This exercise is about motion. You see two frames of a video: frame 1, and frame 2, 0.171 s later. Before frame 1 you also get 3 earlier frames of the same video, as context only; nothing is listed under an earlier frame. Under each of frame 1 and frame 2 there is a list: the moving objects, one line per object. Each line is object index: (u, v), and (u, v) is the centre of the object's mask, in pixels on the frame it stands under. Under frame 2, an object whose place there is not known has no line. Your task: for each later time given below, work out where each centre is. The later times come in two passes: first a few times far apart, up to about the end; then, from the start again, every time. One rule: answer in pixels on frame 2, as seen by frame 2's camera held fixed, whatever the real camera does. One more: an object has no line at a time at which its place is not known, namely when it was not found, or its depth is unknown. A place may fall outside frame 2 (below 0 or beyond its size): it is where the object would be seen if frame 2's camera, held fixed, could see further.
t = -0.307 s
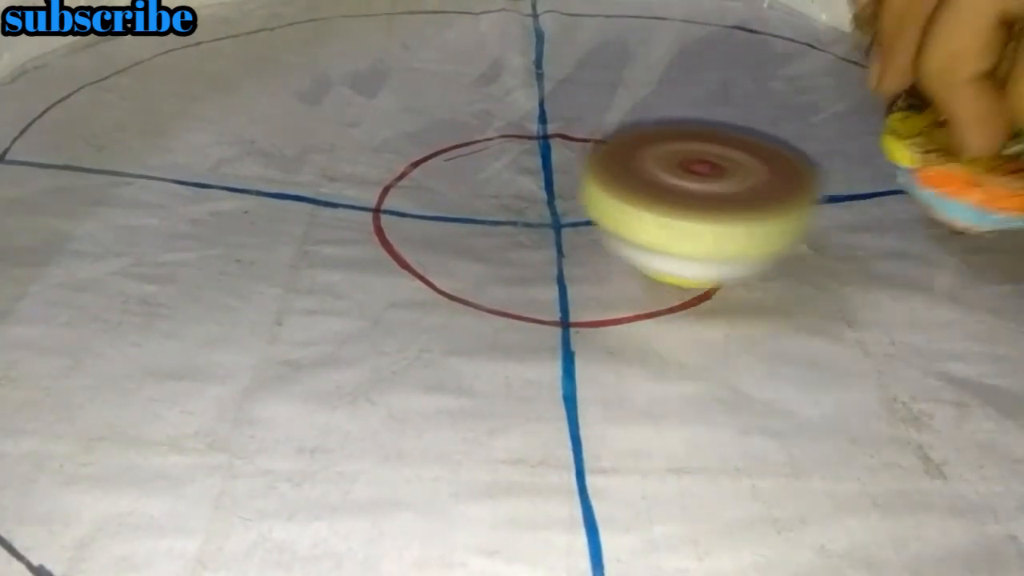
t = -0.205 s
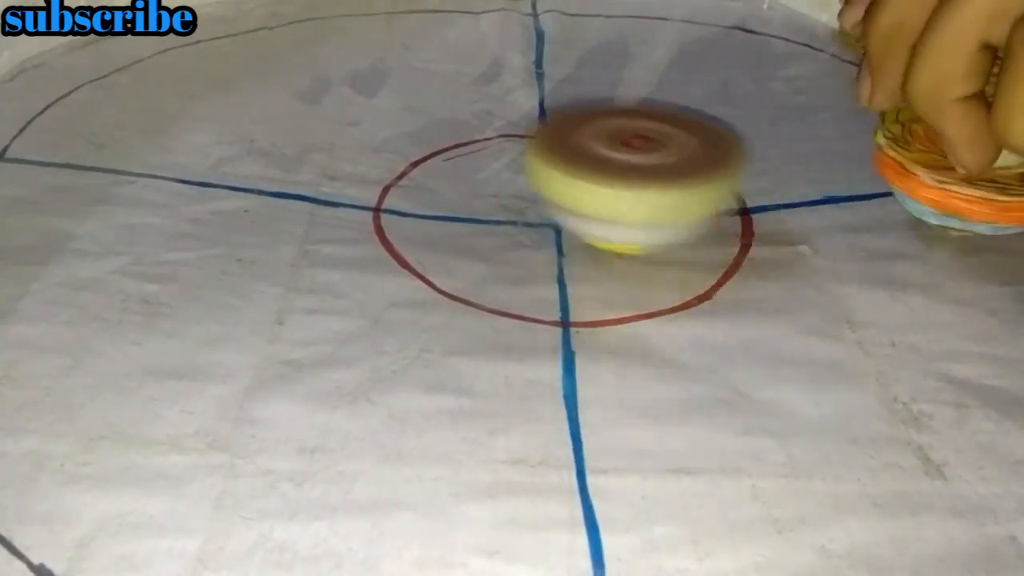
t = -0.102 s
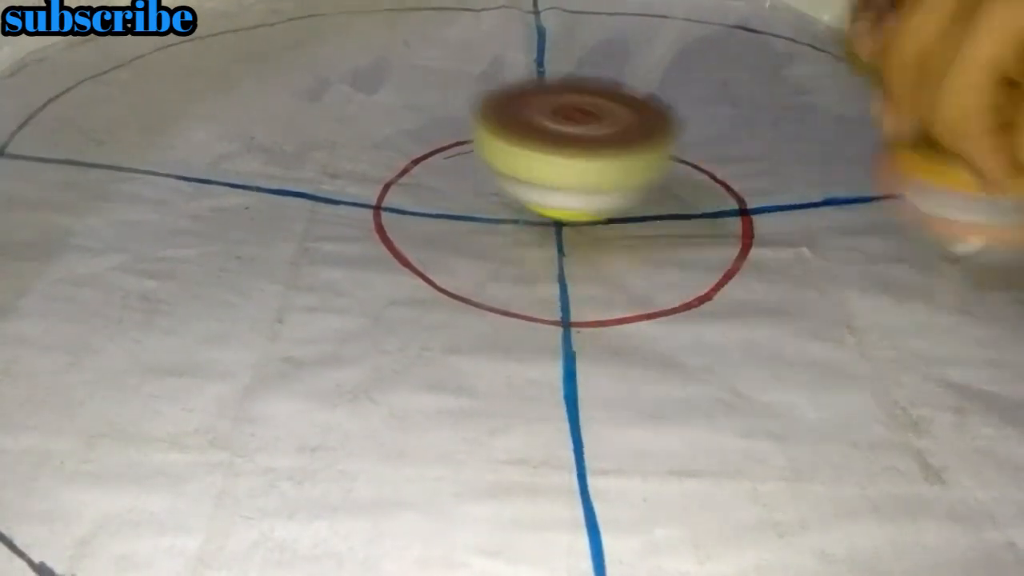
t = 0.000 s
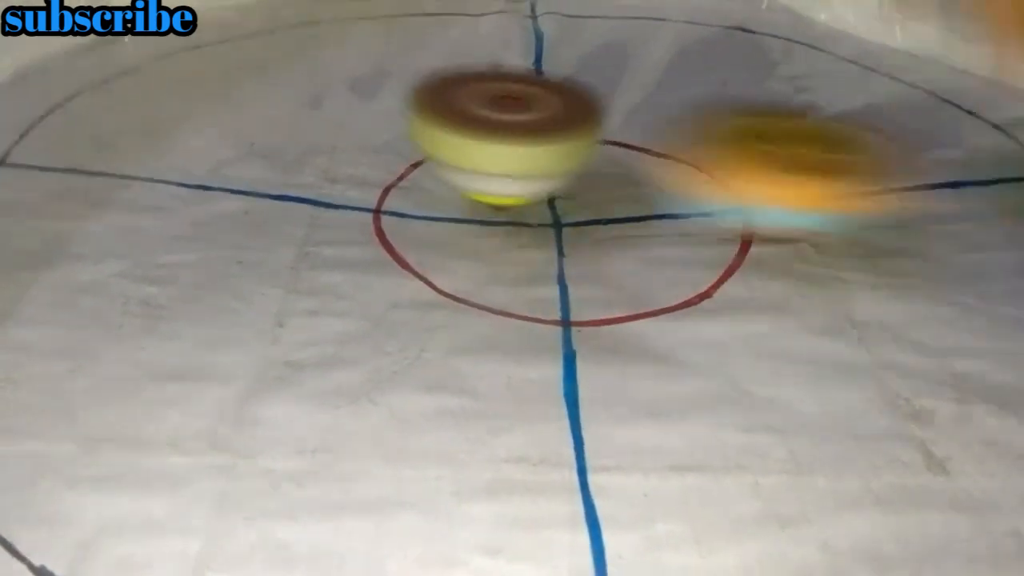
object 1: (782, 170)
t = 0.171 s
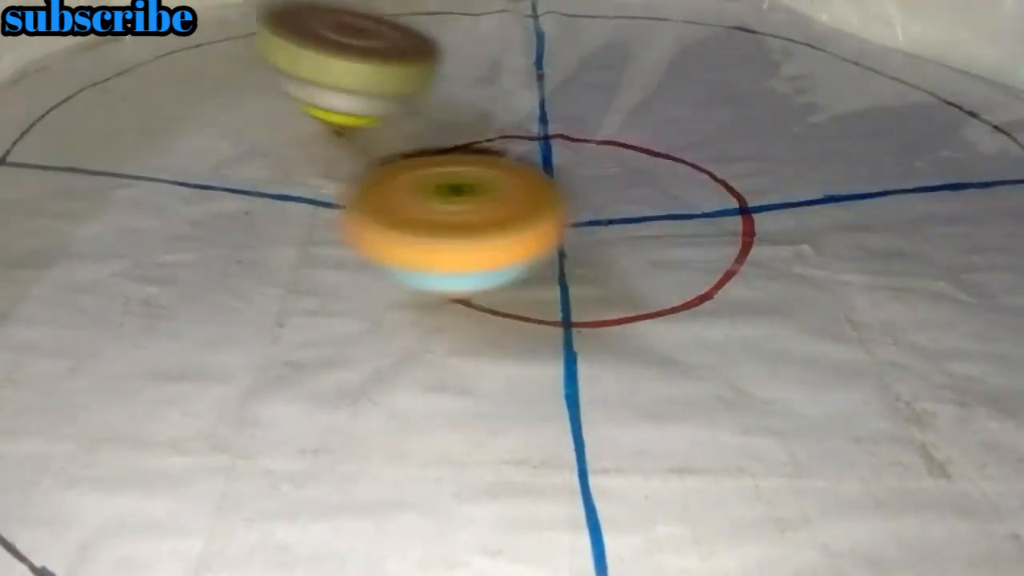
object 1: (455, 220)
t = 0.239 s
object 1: (411, 226)
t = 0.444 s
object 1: (407, 265)
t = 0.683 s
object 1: (481, 255)
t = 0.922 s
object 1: (508, 204)
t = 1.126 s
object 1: (538, 160)
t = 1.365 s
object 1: (541, 115)
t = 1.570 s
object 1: (505, 108)
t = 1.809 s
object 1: (491, 94)
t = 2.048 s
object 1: (505, 136)
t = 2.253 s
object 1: (570, 194)
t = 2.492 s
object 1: (598, 191)
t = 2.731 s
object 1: (591, 219)
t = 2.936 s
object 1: (606, 233)
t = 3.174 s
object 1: (604, 230)
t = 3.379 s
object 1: (563, 212)
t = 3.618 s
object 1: (519, 175)
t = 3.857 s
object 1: (504, 154)
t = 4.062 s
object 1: (508, 144)
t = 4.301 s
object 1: (516, 145)
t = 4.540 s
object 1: (550, 143)
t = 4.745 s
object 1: (553, 160)
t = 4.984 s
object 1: (542, 173)
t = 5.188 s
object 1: (549, 191)
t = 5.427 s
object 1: (551, 185)
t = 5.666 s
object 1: (515, 208)
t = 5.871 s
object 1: (528, 198)
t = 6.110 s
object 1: (554, 183)
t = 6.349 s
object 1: (577, 182)
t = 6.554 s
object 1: (584, 178)
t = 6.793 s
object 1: (571, 179)
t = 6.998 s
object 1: (556, 179)
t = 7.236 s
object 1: (536, 179)
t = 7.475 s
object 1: (540, 172)
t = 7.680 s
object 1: (558, 166)
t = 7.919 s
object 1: (560, 180)
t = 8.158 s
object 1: (555, 181)
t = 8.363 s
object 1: (554, 179)
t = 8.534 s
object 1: (564, 176)
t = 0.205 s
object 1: (428, 223)
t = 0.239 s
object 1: (411, 226)
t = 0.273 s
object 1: (402, 229)
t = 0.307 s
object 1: (396, 233)
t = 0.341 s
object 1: (396, 241)
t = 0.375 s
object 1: (400, 251)
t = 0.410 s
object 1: (402, 259)
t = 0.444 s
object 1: (407, 265)
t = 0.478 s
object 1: (417, 270)
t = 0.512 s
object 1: (431, 271)
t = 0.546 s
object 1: (445, 268)
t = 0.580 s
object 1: (454, 265)
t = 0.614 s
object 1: (462, 263)
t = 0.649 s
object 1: (472, 261)
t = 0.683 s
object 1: (481, 255)
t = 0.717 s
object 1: (486, 248)
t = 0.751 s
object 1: (490, 243)
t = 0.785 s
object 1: (496, 237)
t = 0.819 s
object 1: (498, 230)
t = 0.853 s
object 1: (500, 221)
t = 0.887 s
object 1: (505, 212)
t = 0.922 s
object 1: (508, 204)
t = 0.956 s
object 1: (513, 195)
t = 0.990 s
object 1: (519, 190)
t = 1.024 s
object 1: (526, 182)
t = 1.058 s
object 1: (531, 175)
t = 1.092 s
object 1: (535, 167)
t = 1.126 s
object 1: (538, 160)
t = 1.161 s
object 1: (542, 153)
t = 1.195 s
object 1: (544, 146)
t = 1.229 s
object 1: (547, 139)
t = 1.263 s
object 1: (548, 133)
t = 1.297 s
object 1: (549, 125)
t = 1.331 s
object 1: (546, 119)
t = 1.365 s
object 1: (541, 115)
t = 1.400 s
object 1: (536, 112)
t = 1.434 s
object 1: (531, 112)
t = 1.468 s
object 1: (527, 111)
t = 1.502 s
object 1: (521, 110)
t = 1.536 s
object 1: (513, 109)
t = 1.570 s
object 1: (505, 108)
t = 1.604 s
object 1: (498, 107)
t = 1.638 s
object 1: (493, 105)
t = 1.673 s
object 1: (491, 103)
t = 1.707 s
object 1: (491, 101)
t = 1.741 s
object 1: (493, 99)
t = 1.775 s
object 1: (494, 97)
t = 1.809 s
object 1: (491, 94)
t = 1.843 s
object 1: (492, 91)
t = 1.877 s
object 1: (495, 89)
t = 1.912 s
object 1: (499, 88)
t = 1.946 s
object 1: (504, 88)
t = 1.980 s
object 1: (507, 97)
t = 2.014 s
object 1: (505, 117)
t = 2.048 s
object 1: (505, 136)
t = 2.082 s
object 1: (511, 152)
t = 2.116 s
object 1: (520, 164)
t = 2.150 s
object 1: (532, 173)
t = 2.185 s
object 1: (544, 181)
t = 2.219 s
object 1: (557, 188)
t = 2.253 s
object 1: (570, 194)
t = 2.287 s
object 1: (583, 197)
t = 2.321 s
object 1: (593, 197)
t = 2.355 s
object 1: (598, 196)
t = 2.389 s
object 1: (600, 195)
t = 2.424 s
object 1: (601, 194)
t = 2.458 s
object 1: (601, 192)
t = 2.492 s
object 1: (598, 191)
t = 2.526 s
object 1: (597, 189)
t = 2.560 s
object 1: (595, 187)
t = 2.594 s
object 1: (593, 187)
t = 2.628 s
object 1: (591, 192)
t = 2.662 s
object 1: (591, 205)
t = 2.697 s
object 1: (590, 214)
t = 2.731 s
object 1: (591, 219)
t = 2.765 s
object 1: (594, 222)
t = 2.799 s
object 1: (594, 224)
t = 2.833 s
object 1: (595, 226)
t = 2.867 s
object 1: (598, 228)
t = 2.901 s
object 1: (602, 231)
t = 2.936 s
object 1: (606, 233)
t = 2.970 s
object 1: (608, 233)
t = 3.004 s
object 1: (610, 233)
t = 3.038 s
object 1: (609, 233)
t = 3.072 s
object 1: (608, 232)
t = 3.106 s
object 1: (607, 231)
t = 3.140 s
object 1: (605, 231)
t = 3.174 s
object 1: (604, 230)
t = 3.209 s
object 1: (601, 229)
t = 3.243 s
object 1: (599, 226)
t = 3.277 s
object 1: (593, 223)
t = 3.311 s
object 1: (585, 220)
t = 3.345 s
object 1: (574, 217)
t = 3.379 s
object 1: (563, 212)
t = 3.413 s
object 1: (553, 206)
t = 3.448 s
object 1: (546, 200)
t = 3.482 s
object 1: (540, 194)
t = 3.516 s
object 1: (536, 188)
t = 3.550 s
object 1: (532, 182)
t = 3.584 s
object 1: (529, 177)
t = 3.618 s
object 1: (519, 175)
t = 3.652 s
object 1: (513, 175)
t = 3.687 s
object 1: (509, 173)
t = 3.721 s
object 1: (506, 169)
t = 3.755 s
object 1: (504, 166)
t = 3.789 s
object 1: (504, 162)
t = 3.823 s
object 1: (504, 158)
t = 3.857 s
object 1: (504, 154)
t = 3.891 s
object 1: (501, 152)
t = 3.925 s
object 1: (500, 150)
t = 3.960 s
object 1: (500, 149)
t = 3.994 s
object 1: (501, 148)
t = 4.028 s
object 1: (505, 146)
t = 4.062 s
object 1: (508, 144)
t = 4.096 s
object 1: (513, 141)
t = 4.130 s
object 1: (516, 139)
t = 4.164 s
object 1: (512, 142)
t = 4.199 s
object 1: (508, 145)
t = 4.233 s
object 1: (507, 145)
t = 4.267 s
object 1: (510, 145)
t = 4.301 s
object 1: (516, 145)
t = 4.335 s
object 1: (521, 145)
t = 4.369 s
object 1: (527, 144)
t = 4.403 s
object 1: (532, 144)
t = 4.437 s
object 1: (537, 143)
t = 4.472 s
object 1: (542, 143)
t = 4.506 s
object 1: (547, 143)
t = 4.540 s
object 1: (550, 143)
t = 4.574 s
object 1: (551, 145)
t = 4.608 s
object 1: (548, 153)
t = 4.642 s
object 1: (547, 158)
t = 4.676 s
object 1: (548, 159)
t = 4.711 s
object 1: (551, 160)
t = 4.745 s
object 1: (553, 160)
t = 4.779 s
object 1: (555, 159)
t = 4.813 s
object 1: (556, 159)
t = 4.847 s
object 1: (556, 158)
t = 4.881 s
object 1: (549, 164)
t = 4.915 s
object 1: (544, 168)
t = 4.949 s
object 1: (542, 171)
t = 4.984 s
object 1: (542, 173)
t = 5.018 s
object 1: (545, 175)
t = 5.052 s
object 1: (548, 176)
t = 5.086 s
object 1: (549, 180)
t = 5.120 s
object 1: (549, 184)
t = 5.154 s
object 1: (549, 188)
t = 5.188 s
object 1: (549, 191)
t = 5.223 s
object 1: (550, 192)
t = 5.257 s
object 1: (550, 192)
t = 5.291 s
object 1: (550, 191)
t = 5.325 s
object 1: (550, 189)
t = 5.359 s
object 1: (550, 188)
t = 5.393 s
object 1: (551, 187)
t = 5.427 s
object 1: (551, 185)
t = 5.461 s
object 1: (550, 184)
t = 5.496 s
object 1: (538, 194)
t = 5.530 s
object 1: (527, 203)
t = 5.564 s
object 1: (520, 206)
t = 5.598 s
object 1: (516, 208)
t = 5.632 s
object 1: (515, 209)
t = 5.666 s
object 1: (515, 208)
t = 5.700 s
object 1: (517, 206)
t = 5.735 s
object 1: (520, 206)
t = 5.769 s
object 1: (521, 204)
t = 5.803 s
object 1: (522, 202)
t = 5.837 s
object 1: (525, 200)
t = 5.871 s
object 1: (528, 198)
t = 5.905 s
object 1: (531, 196)
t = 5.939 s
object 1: (535, 193)
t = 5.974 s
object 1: (539, 191)
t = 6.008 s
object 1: (542, 189)
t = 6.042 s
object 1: (547, 187)
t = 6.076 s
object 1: (550, 186)
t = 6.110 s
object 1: (554, 183)
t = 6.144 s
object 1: (557, 181)
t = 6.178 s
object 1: (561, 179)
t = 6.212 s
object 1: (567, 177)
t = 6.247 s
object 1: (568, 181)
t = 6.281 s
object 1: (570, 182)
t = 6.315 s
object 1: (574, 182)
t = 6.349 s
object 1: (577, 182)
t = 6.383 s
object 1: (579, 182)
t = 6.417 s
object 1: (582, 181)
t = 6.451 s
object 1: (584, 180)
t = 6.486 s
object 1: (584, 179)
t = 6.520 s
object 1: (584, 179)
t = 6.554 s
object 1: (584, 178)
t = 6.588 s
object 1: (584, 177)
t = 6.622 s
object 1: (583, 178)
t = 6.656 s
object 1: (581, 178)
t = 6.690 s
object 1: (580, 178)
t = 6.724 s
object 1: (578, 177)
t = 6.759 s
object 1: (575, 178)
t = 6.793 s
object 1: (571, 179)
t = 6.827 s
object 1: (568, 179)
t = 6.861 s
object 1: (565, 179)
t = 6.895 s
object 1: (562, 180)
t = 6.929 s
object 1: (559, 180)
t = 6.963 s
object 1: (558, 180)
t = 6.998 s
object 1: (556, 179)
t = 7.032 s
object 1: (555, 179)
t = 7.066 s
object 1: (553, 179)
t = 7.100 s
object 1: (551, 178)
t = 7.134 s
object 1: (549, 177)
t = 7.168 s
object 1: (541, 179)
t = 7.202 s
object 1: (537, 179)
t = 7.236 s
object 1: (536, 179)
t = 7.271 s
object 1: (536, 179)
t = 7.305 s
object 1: (537, 178)
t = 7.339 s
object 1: (537, 177)
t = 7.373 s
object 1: (537, 177)
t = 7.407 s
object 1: (538, 175)
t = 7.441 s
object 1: (539, 173)
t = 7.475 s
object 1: (540, 172)
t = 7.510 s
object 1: (542, 170)
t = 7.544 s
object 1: (545, 169)
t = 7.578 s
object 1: (549, 169)
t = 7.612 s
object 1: (553, 168)
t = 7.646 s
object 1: (555, 168)
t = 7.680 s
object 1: (558, 166)
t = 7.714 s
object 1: (559, 168)
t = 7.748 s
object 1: (553, 173)
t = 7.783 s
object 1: (551, 175)
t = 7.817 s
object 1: (552, 175)
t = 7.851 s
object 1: (556, 176)
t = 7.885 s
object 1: (560, 178)
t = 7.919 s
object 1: (560, 180)
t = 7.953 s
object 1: (559, 181)
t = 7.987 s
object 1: (559, 182)
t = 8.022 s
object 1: (558, 183)
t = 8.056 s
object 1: (558, 183)
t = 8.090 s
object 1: (558, 184)
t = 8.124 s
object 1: (557, 182)
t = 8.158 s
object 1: (555, 181)
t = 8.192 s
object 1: (555, 182)
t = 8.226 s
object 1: (555, 181)
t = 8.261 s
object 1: (554, 181)
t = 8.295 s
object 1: (555, 179)
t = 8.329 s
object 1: (554, 179)
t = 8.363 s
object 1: (554, 179)
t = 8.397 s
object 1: (555, 177)
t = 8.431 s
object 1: (556, 177)
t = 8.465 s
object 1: (561, 174)
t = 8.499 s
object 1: (563, 176)
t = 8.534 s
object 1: (564, 176)
